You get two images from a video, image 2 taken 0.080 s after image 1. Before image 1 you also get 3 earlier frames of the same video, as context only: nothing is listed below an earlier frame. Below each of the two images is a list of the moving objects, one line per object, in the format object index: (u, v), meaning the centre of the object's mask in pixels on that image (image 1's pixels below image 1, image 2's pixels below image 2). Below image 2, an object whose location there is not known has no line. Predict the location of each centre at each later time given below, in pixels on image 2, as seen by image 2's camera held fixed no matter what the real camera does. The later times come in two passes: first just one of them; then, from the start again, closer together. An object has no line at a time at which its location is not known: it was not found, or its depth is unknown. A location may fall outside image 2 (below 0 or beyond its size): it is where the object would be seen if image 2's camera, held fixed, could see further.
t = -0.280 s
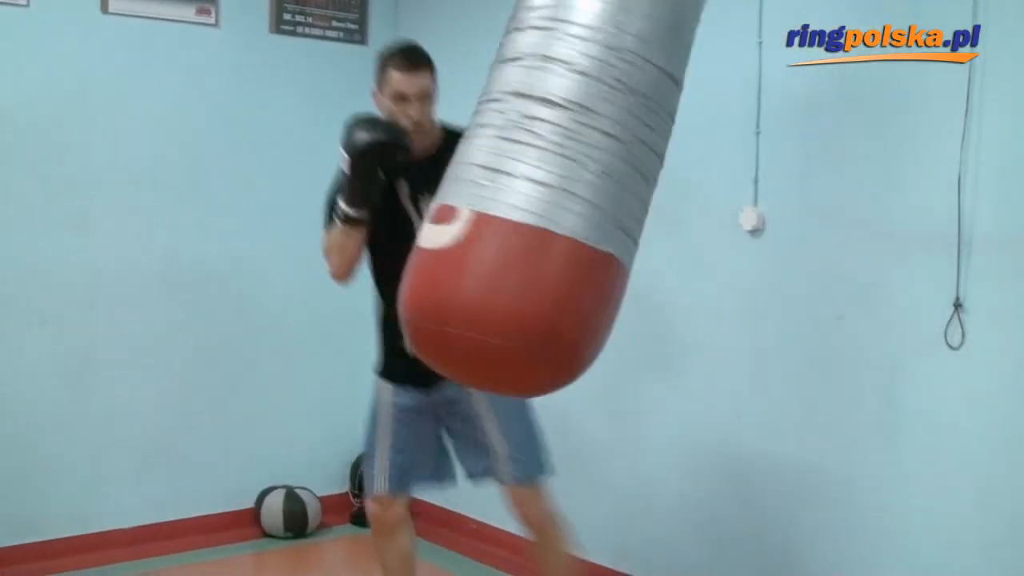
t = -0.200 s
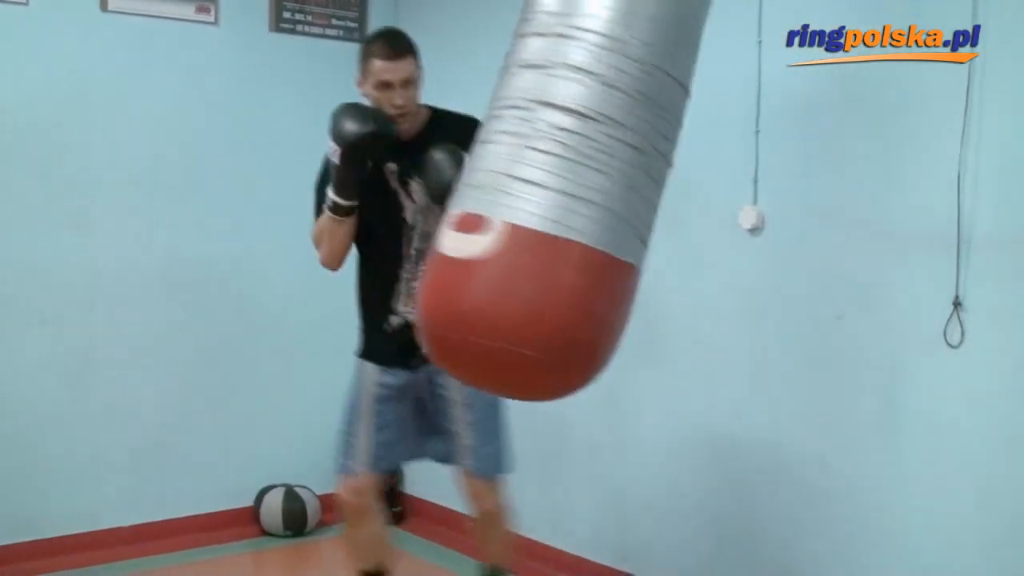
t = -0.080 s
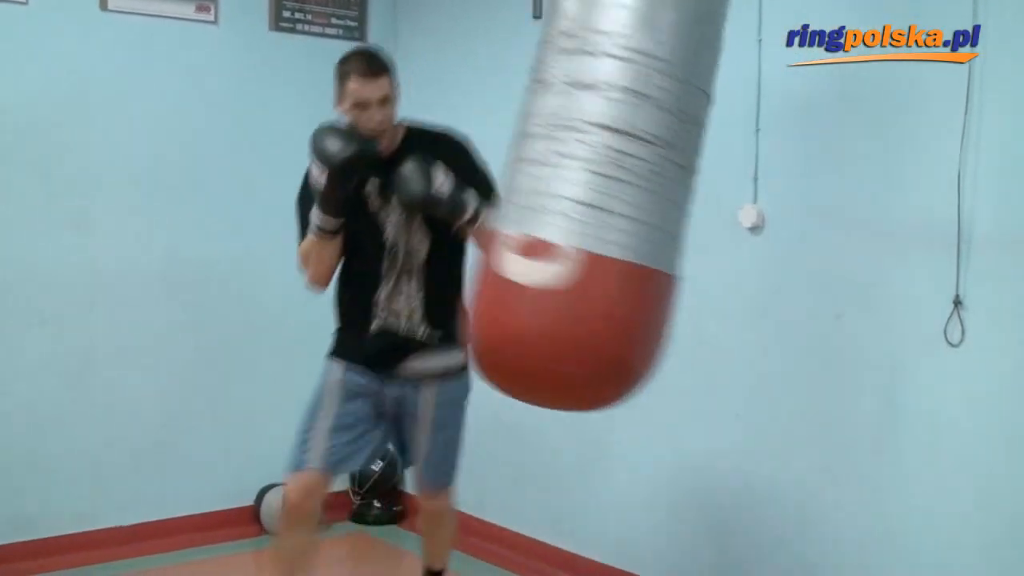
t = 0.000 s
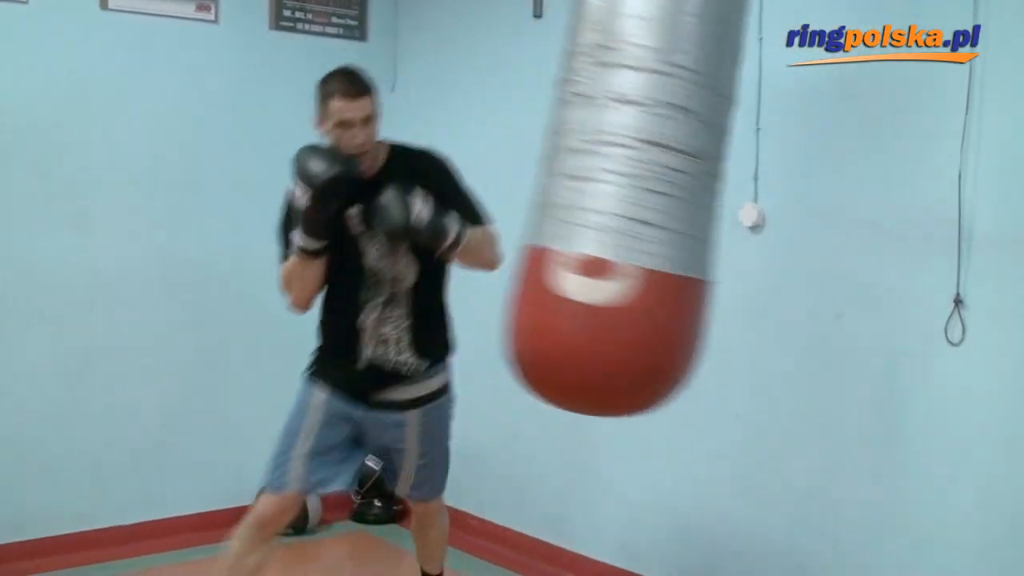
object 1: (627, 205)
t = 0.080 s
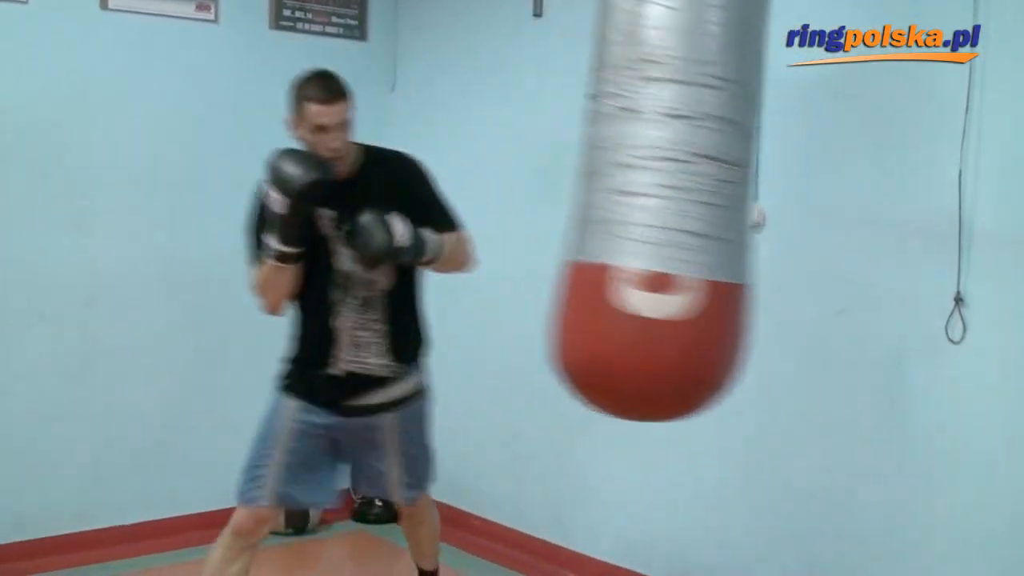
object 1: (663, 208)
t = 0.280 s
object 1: (762, 214)
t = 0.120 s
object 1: (682, 209)
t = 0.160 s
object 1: (701, 211)
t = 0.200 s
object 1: (721, 212)
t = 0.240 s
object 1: (742, 213)
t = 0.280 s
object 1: (762, 214)
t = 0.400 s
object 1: (808, 213)
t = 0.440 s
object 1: (829, 214)
